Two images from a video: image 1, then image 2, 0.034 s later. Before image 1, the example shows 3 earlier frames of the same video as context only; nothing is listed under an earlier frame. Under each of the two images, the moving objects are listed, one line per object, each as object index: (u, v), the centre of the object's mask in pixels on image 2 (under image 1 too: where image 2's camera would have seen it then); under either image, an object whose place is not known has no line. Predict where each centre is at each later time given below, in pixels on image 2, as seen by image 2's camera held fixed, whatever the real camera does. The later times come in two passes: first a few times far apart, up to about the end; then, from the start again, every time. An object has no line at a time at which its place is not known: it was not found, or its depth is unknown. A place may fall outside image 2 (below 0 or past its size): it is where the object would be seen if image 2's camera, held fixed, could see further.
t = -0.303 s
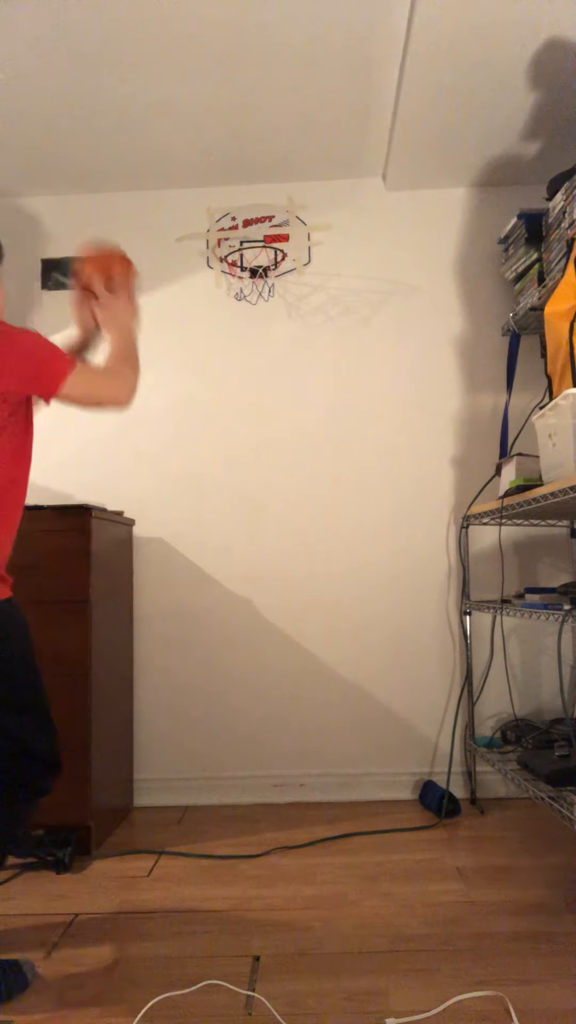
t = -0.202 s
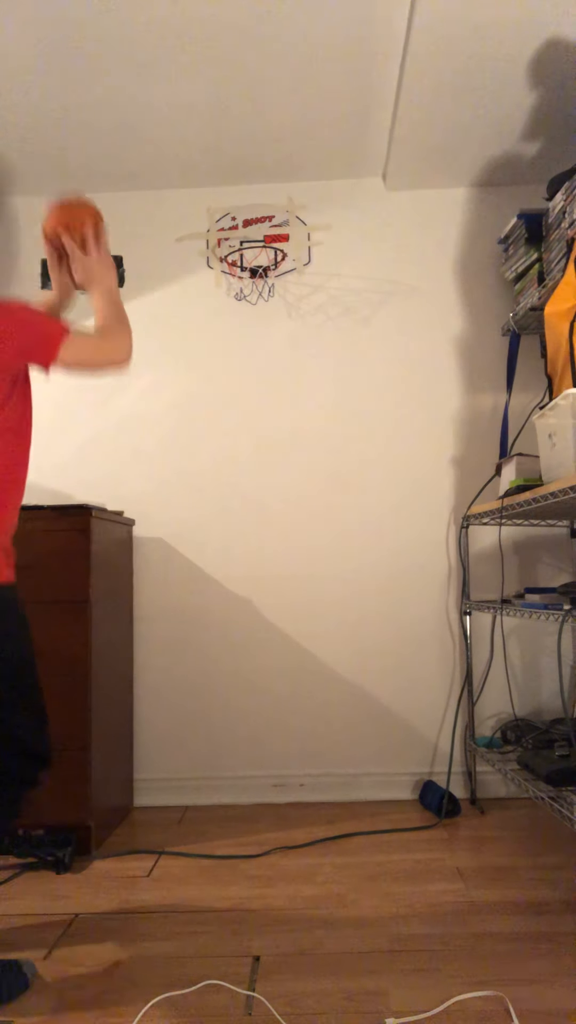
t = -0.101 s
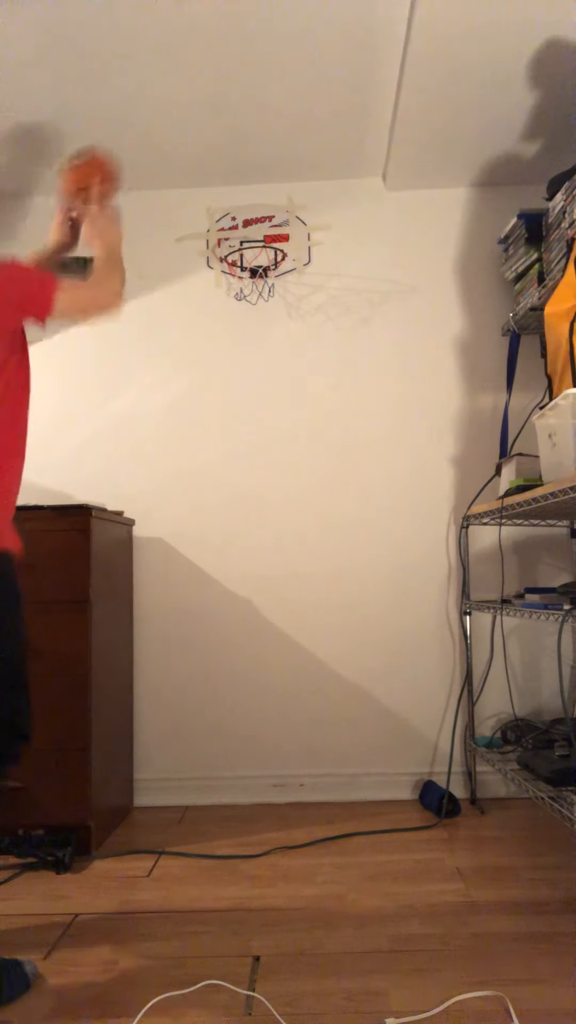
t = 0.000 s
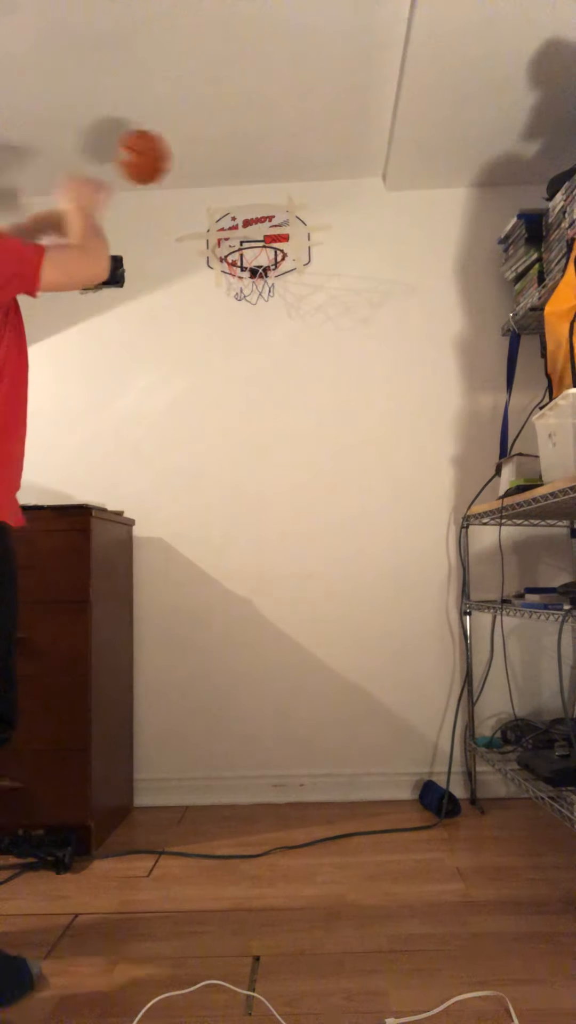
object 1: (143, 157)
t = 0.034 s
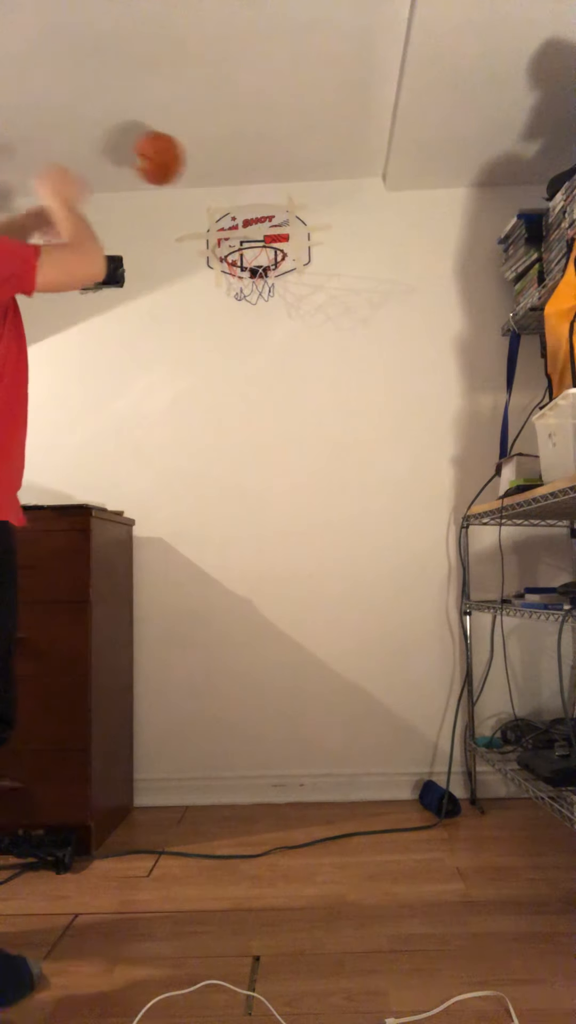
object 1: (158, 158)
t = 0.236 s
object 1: (238, 239)
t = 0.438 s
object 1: (280, 331)
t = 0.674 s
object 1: (320, 557)
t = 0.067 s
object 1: (174, 163)
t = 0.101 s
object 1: (186, 172)
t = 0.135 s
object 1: (201, 184)
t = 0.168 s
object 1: (212, 199)
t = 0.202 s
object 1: (225, 216)
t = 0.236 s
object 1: (238, 239)
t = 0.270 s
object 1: (248, 256)
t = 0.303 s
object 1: (259, 277)
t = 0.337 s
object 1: (268, 297)
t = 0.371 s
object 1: (272, 306)
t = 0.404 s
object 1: (276, 318)
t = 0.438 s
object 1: (280, 331)
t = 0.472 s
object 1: (286, 351)
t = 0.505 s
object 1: (290, 374)
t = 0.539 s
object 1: (296, 401)
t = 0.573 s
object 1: (301, 432)
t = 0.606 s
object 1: (308, 470)
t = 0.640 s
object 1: (313, 510)
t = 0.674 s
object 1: (320, 557)
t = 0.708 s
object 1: (327, 609)
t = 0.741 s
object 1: (334, 668)
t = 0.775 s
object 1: (342, 739)
